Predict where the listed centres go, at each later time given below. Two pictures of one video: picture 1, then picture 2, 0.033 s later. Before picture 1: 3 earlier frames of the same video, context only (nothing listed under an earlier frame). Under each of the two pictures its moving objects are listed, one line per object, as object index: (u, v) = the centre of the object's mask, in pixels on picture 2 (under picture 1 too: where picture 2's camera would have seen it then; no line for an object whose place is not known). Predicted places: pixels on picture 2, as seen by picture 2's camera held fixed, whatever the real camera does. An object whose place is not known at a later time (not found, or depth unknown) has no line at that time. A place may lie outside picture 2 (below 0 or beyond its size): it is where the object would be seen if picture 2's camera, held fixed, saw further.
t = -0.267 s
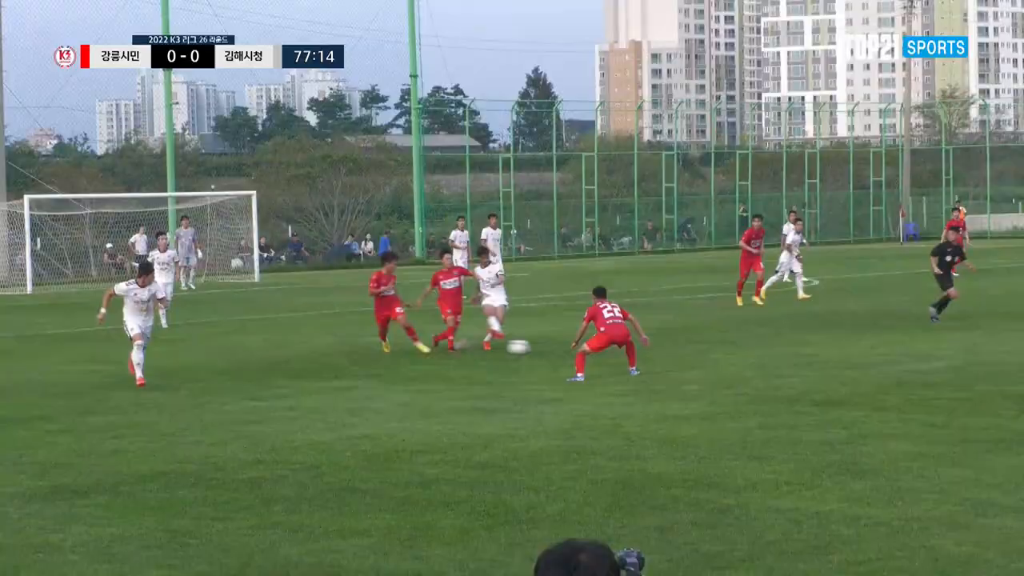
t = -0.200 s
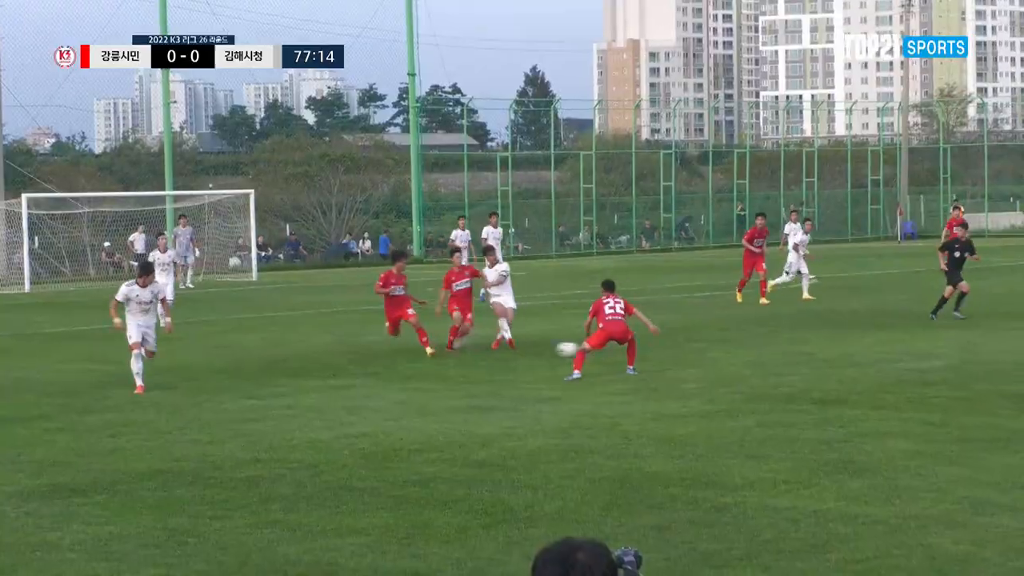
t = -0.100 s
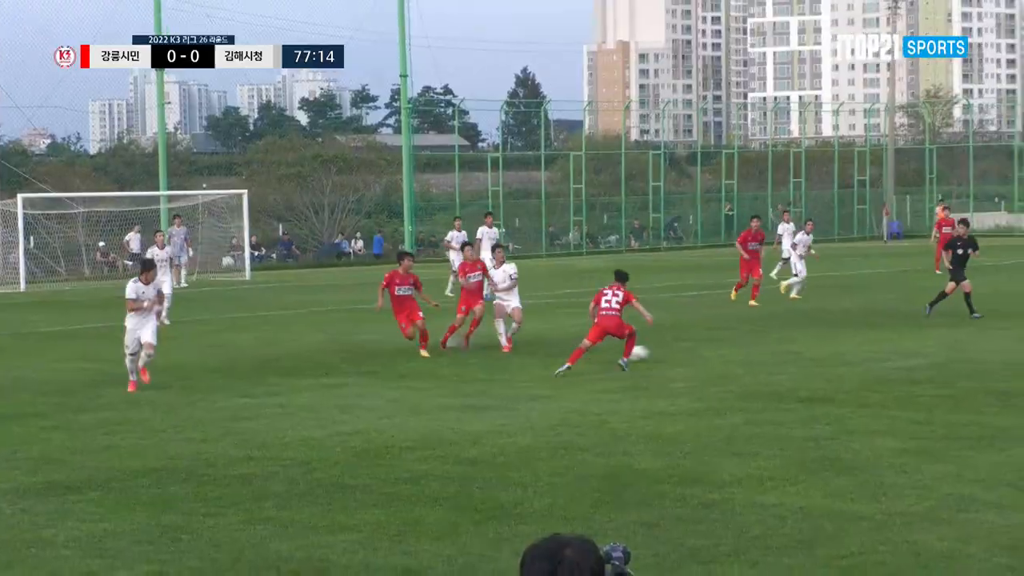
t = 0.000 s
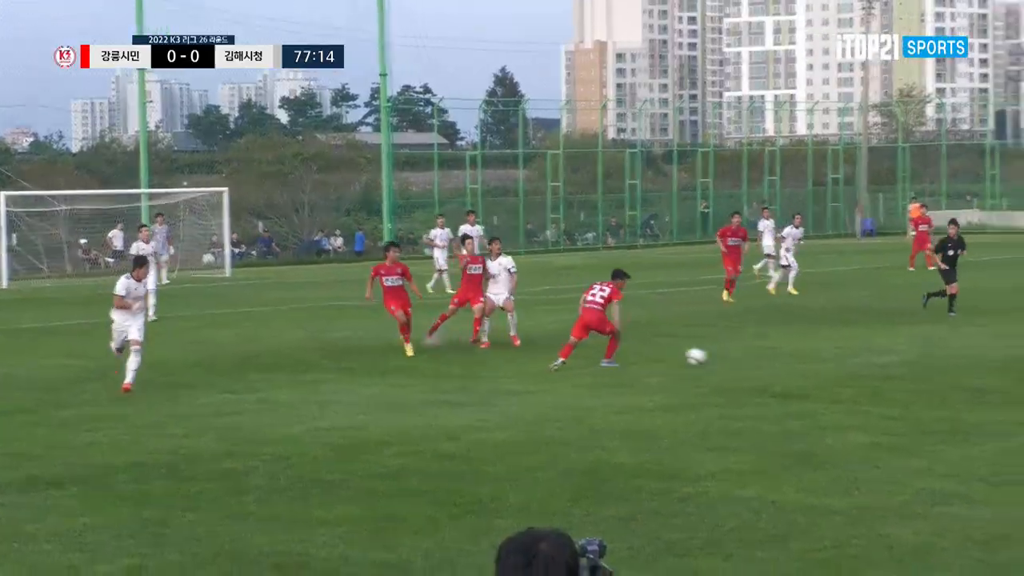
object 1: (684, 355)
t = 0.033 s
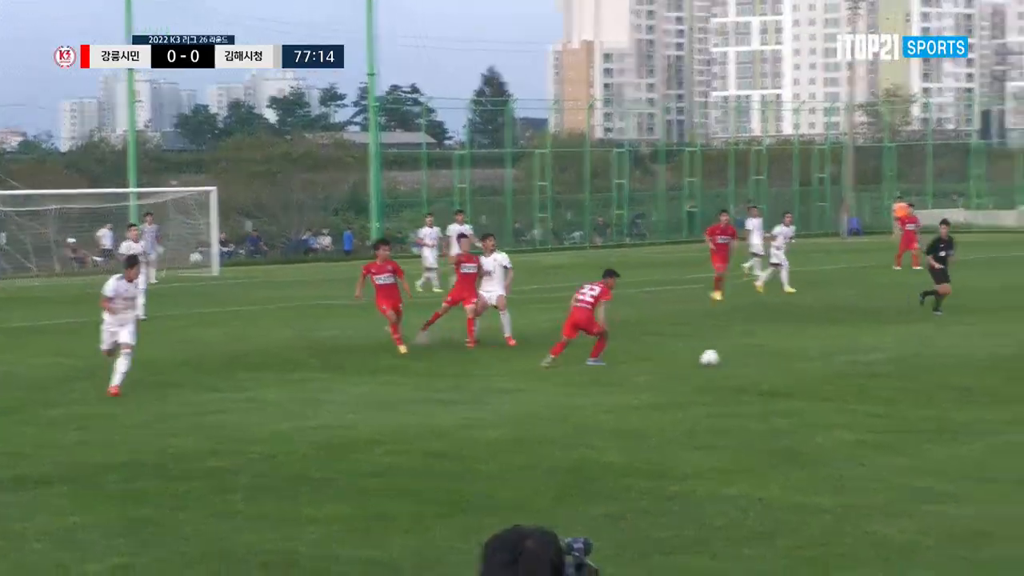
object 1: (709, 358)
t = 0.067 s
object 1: (736, 359)
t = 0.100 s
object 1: (762, 361)
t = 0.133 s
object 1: (790, 364)
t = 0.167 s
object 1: (818, 366)
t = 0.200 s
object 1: (843, 367)
